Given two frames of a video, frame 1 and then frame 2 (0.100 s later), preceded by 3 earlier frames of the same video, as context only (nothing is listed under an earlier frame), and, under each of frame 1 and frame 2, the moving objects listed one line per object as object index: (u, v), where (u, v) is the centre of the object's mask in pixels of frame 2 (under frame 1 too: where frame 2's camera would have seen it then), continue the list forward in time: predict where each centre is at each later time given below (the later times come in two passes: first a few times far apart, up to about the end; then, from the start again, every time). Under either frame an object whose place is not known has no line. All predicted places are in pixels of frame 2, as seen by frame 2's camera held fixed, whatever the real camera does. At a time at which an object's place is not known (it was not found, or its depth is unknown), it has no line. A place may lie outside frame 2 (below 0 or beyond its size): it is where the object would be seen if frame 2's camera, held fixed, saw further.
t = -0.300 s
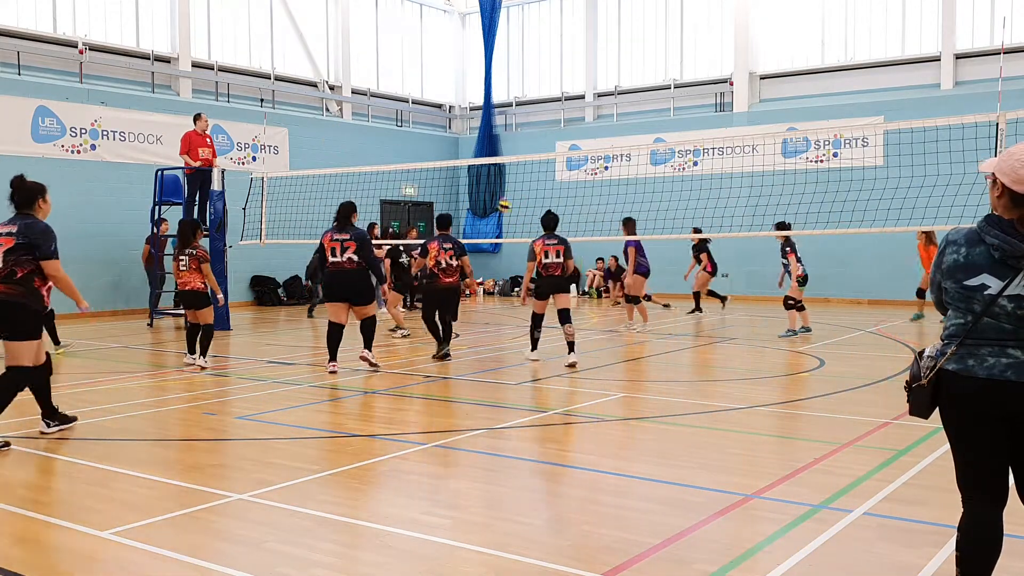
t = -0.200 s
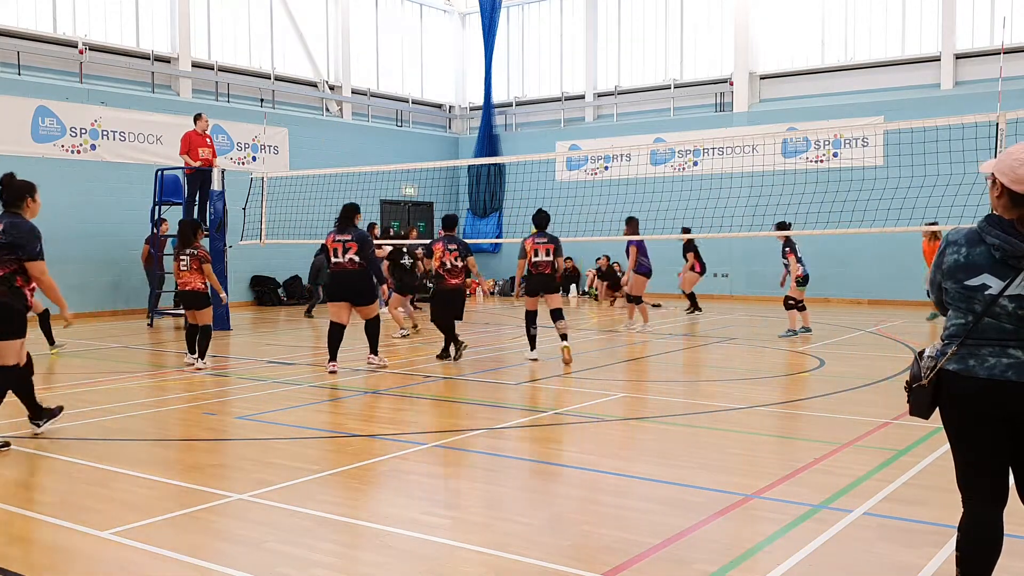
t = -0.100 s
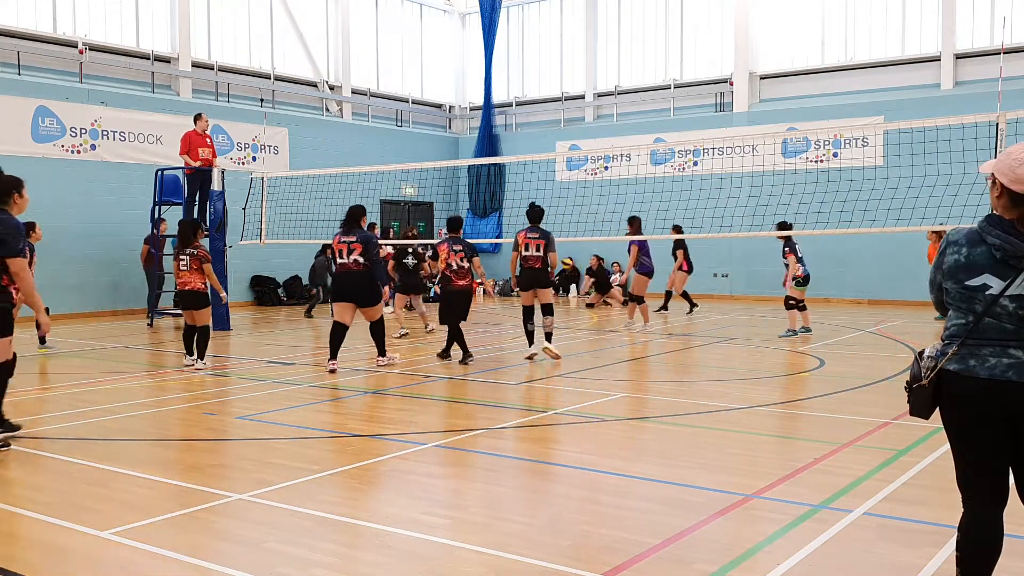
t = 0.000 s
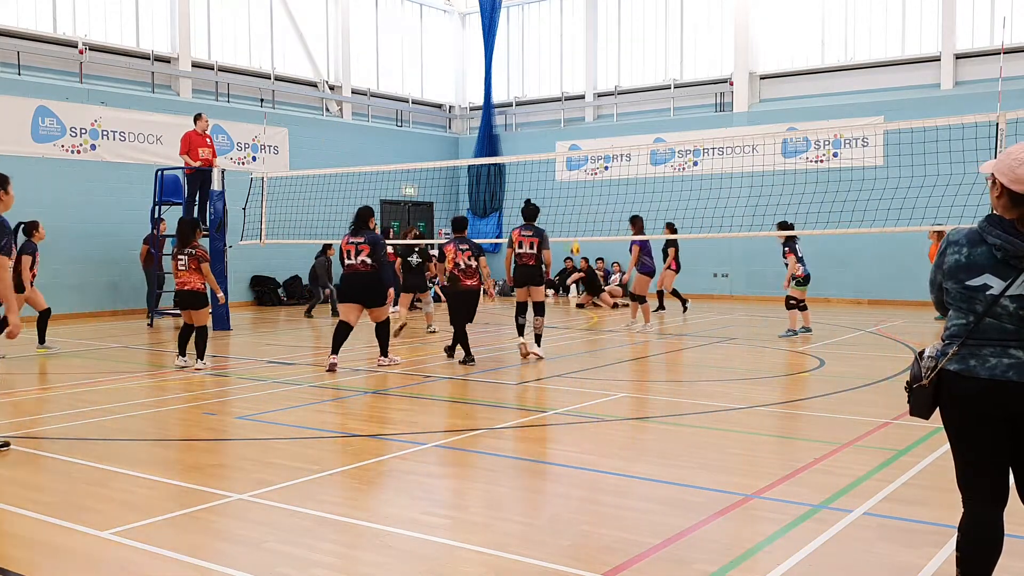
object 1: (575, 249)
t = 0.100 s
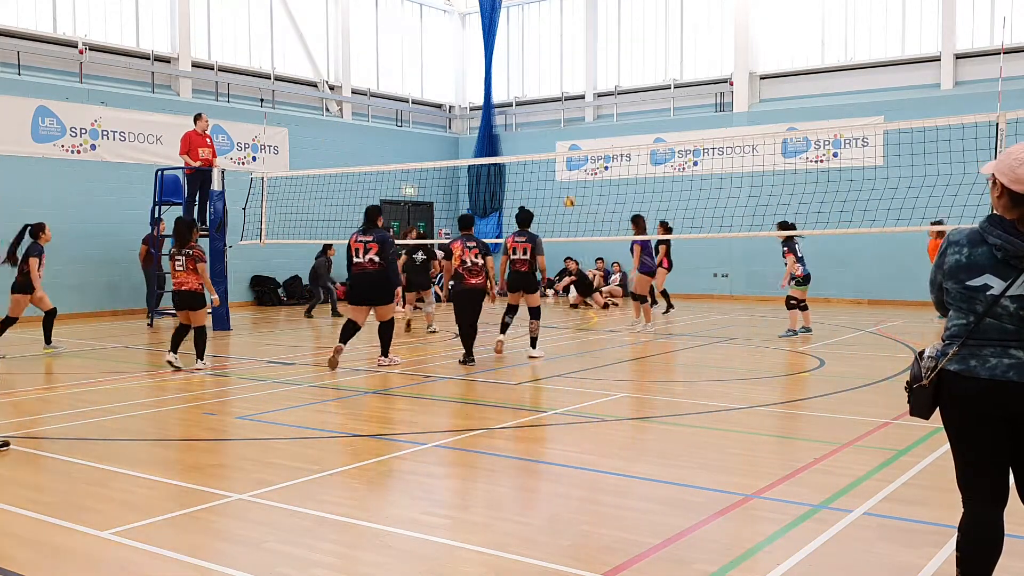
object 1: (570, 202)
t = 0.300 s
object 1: (559, 121)
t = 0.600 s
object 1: (546, 37)
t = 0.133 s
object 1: (567, 187)
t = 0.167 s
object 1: (566, 173)
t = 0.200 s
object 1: (564, 160)
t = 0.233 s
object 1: (562, 146)
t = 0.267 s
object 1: (561, 133)
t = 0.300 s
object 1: (559, 121)
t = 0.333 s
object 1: (558, 110)
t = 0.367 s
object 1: (556, 99)
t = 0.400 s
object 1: (554, 88)
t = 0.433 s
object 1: (553, 78)
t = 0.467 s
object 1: (552, 69)
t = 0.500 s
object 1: (550, 60)
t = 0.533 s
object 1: (548, 52)
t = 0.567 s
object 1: (547, 44)
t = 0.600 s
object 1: (546, 37)
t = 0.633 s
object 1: (544, 31)
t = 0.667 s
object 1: (543, 25)
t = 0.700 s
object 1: (542, 21)
